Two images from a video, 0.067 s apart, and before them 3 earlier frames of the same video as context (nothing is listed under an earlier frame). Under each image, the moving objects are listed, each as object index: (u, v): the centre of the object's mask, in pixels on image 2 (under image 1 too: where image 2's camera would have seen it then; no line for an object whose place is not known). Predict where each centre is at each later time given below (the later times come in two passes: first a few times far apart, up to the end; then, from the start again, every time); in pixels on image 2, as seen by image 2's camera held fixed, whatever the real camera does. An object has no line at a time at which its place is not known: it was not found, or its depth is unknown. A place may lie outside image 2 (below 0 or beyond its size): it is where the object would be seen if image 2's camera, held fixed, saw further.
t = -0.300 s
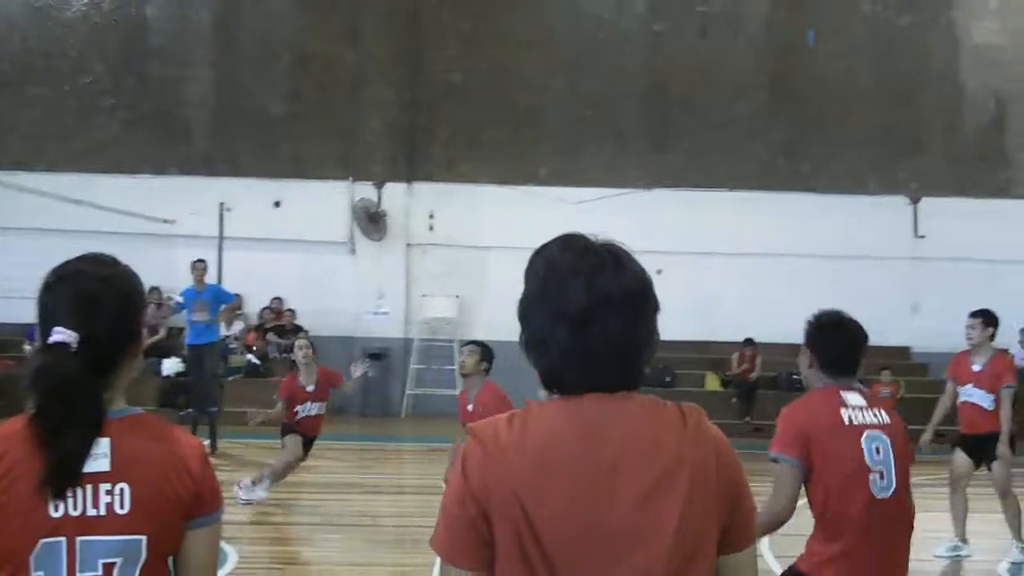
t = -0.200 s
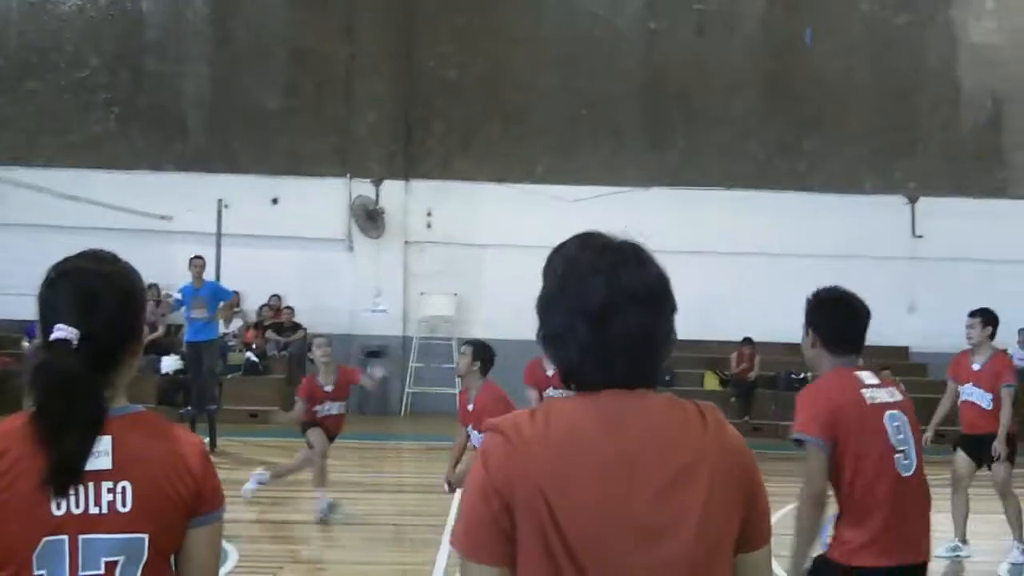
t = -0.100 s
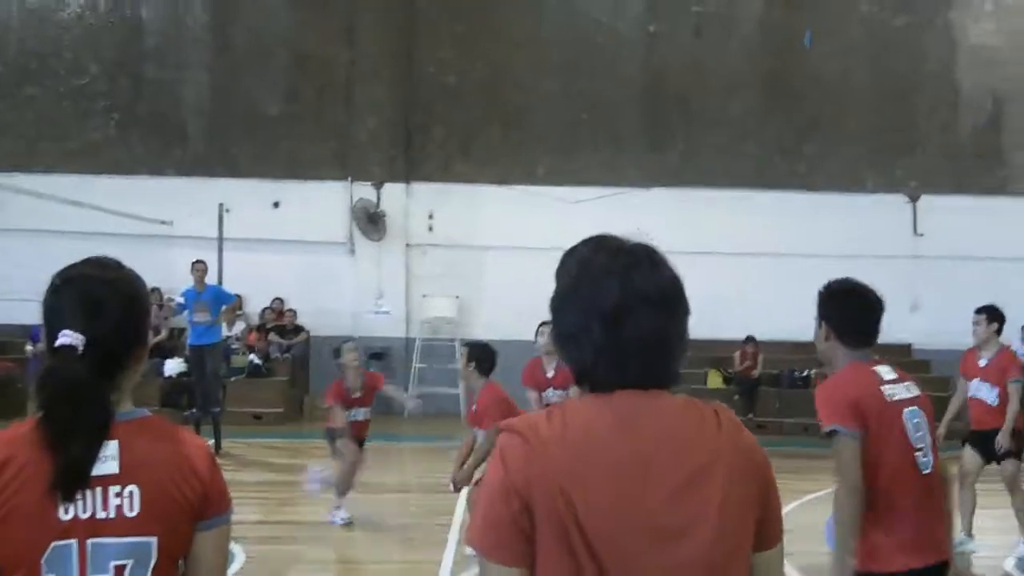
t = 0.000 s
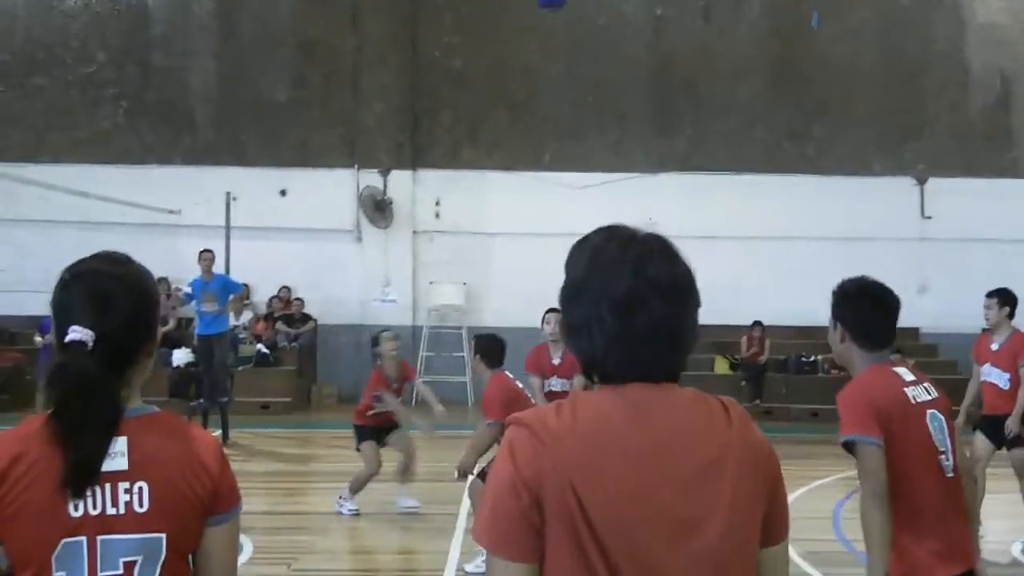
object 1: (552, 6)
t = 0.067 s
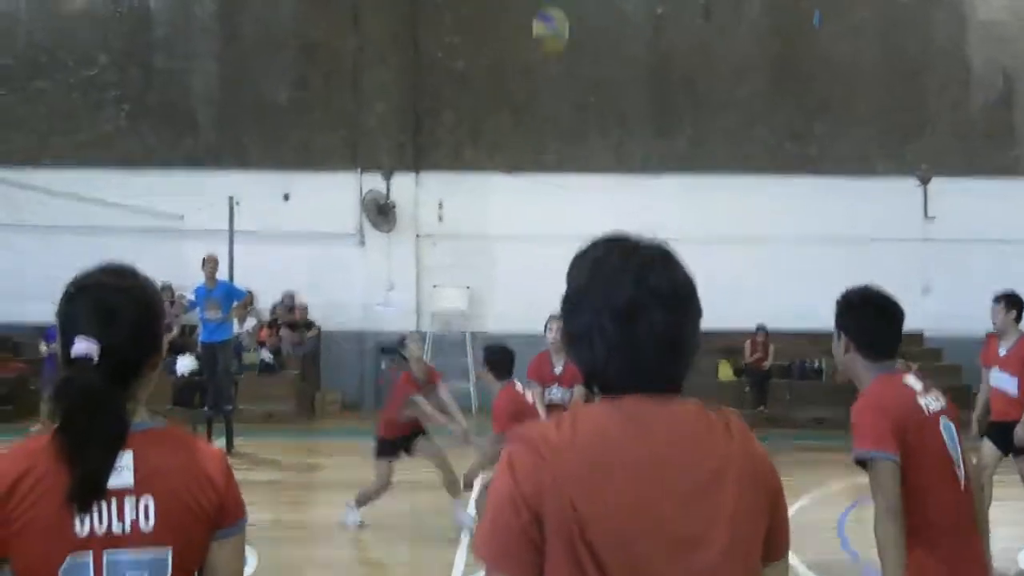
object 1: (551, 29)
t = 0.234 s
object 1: (543, 152)
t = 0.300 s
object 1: (541, 212)
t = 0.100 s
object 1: (547, 50)
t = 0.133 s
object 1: (546, 72)
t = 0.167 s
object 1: (545, 94)
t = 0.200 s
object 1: (545, 125)
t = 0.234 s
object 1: (543, 152)
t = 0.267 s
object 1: (542, 184)
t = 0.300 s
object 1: (541, 212)
